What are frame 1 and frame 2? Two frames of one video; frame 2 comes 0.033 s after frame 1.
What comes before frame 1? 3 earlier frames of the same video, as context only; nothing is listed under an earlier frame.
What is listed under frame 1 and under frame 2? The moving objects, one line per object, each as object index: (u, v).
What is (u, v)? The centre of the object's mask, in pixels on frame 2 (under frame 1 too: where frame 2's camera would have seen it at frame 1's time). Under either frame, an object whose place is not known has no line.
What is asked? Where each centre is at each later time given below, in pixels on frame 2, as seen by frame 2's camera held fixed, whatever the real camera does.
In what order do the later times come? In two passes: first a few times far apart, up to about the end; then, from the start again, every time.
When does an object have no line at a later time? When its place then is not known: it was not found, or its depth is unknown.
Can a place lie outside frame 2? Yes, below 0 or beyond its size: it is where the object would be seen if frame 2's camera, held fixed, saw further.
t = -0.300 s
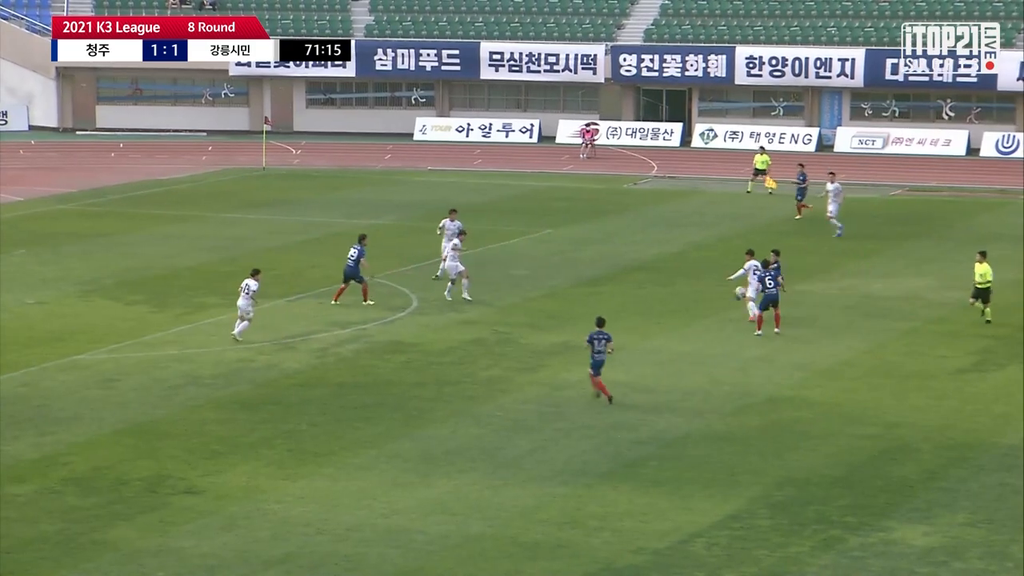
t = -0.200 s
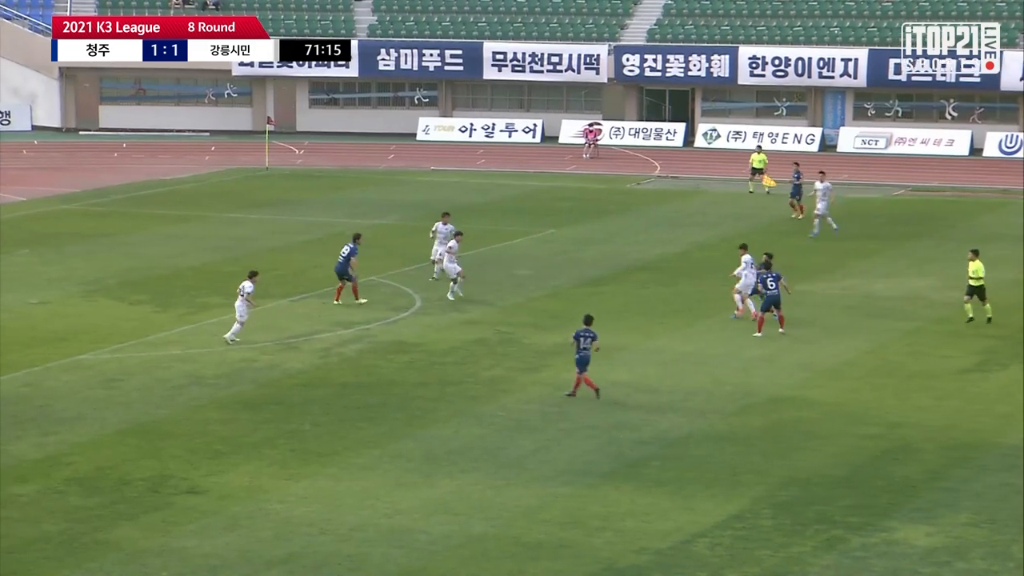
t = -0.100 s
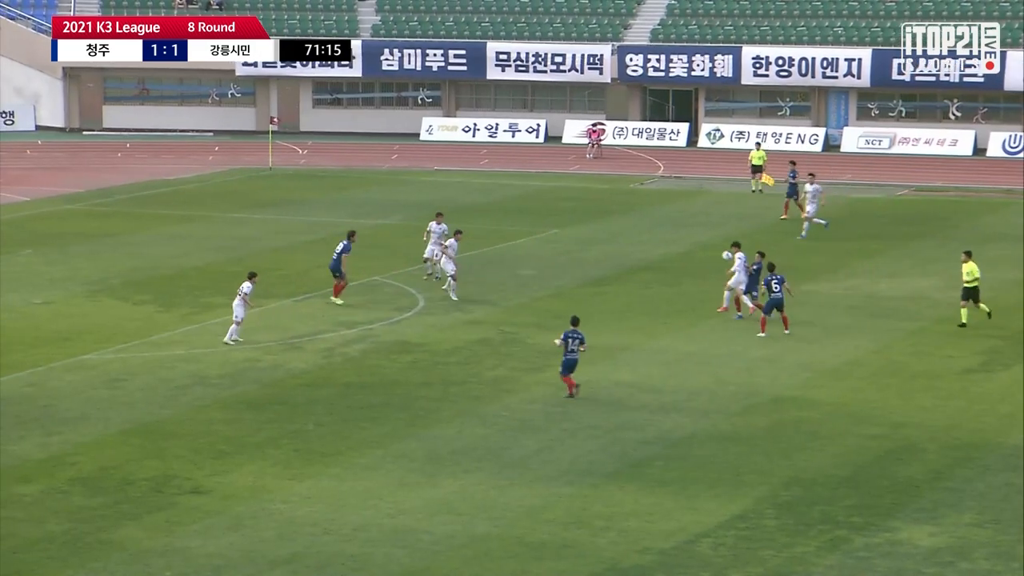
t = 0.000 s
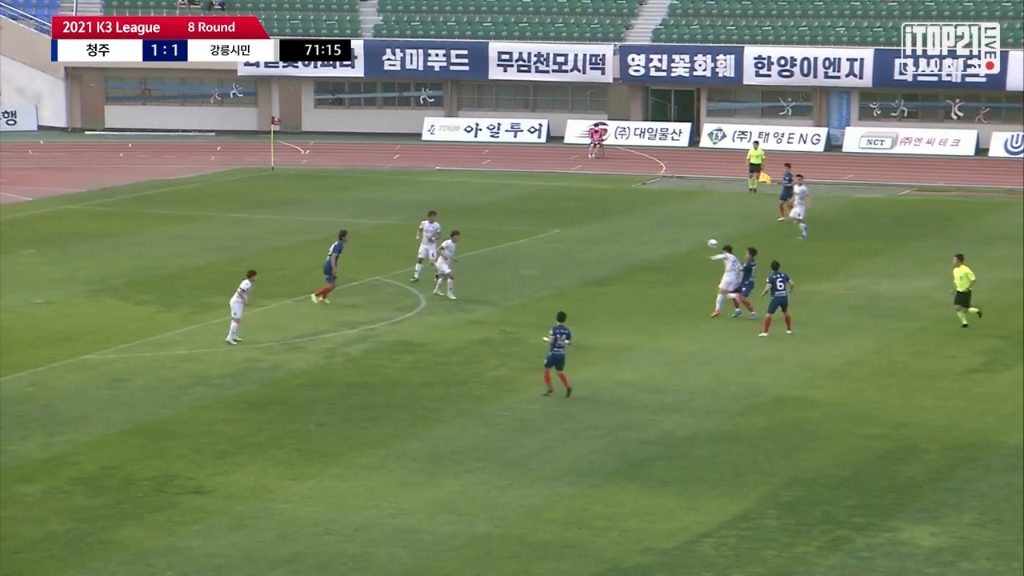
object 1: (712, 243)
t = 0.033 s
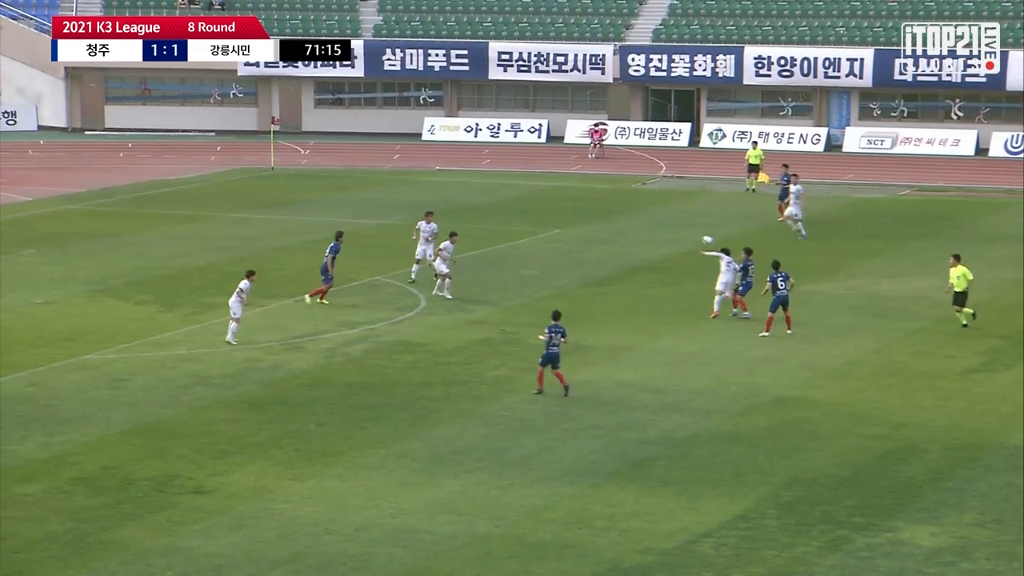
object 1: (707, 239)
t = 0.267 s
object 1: (672, 229)
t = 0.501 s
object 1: (639, 238)
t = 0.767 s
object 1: (604, 270)
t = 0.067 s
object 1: (702, 237)
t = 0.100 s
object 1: (697, 234)
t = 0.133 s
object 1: (692, 232)
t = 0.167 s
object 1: (686, 231)
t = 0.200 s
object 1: (681, 229)
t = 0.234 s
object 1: (677, 229)
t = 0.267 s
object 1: (672, 229)
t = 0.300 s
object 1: (667, 229)
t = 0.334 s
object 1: (662, 229)
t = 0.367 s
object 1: (657, 230)
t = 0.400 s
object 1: (653, 231)
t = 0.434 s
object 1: (648, 234)
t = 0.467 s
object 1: (644, 235)
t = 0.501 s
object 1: (639, 238)
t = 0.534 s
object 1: (635, 240)
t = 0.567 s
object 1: (630, 244)
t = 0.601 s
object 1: (626, 246)
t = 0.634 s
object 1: (621, 251)
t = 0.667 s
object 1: (617, 255)
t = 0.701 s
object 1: (613, 260)
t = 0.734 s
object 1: (608, 264)
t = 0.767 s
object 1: (604, 270)
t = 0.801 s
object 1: (600, 276)
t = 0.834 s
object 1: (595, 282)
